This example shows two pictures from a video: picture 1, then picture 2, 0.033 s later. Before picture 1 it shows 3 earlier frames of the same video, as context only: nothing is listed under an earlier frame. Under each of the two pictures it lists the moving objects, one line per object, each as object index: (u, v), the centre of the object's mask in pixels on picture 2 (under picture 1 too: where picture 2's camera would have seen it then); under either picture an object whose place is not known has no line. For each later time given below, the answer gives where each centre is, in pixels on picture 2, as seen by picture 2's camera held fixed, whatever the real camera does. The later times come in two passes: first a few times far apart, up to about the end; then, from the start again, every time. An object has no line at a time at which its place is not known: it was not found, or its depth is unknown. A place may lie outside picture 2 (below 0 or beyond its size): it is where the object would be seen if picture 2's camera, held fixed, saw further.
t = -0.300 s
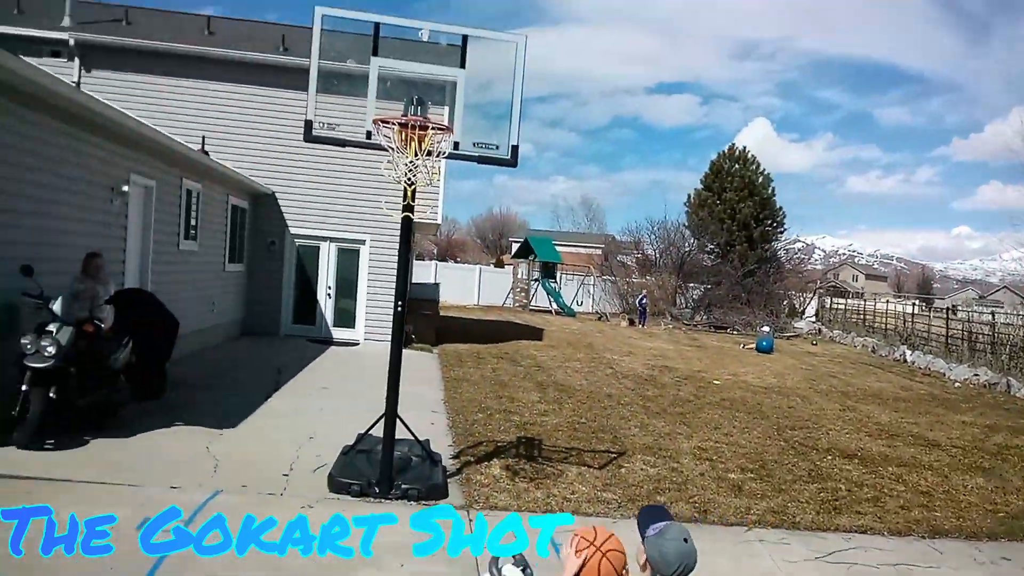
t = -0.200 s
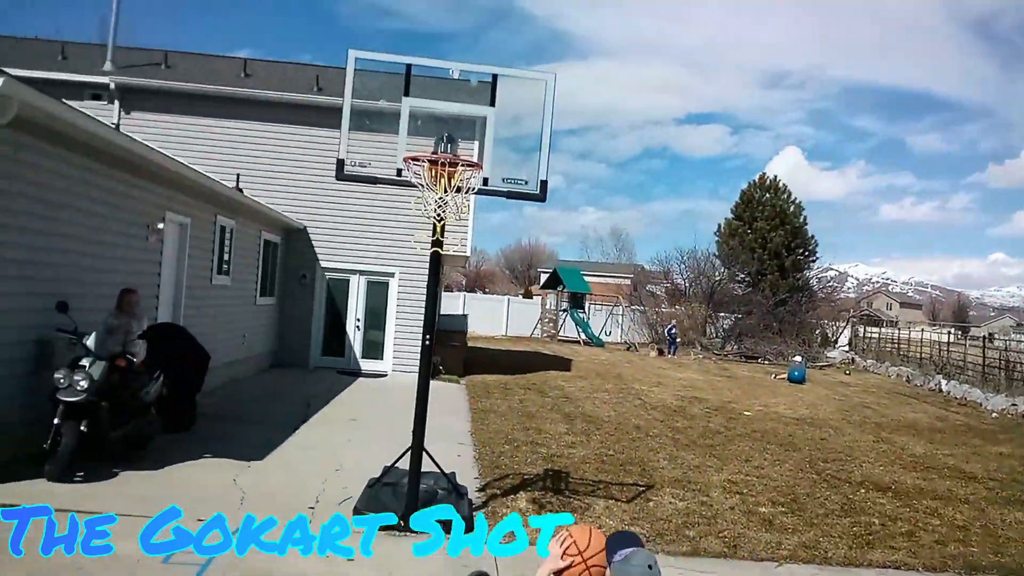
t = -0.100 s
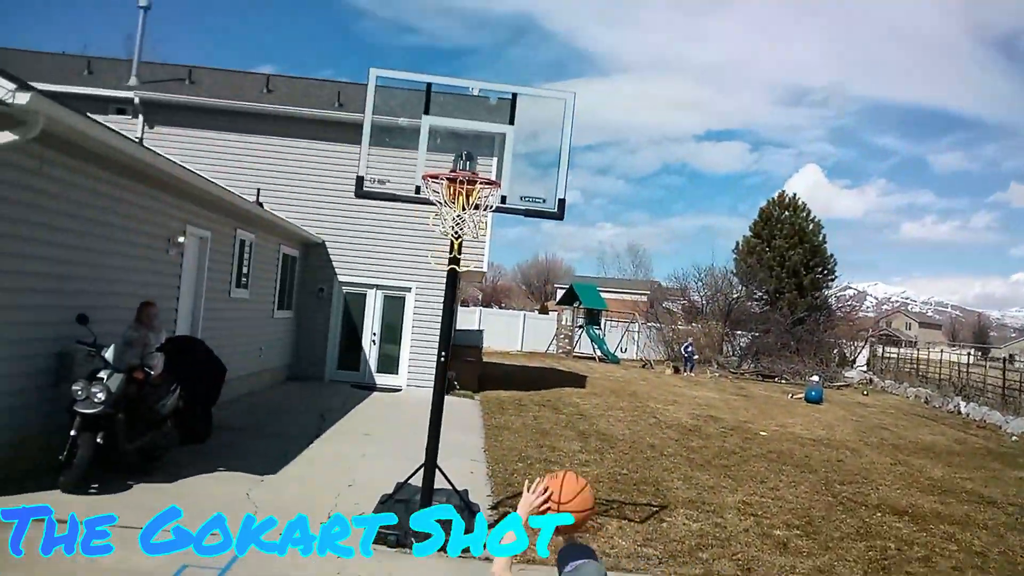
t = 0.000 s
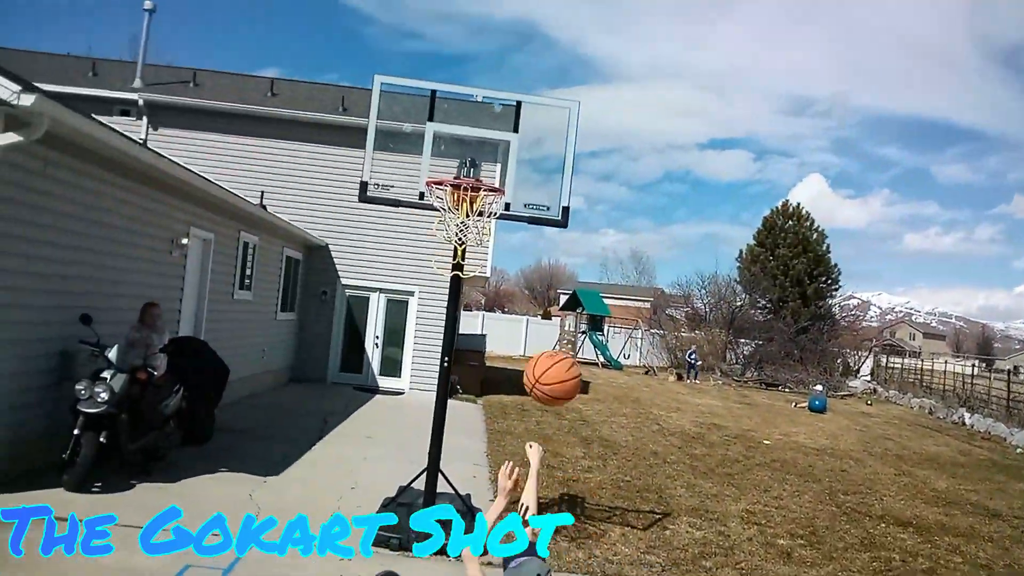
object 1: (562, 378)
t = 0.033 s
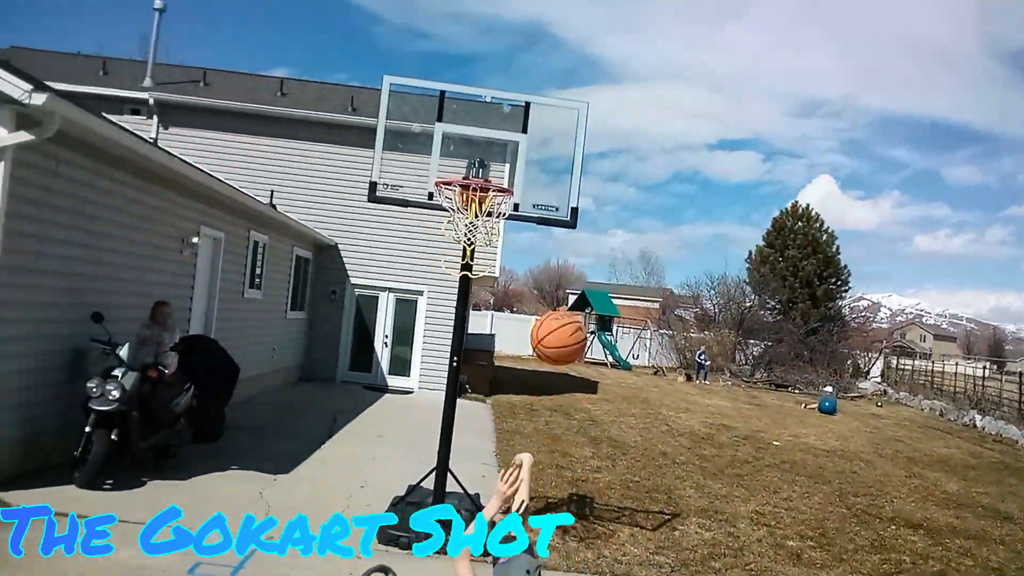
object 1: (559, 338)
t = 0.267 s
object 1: (539, 156)
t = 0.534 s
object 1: (510, 106)
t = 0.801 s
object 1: (474, 176)
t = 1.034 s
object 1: (479, 286)
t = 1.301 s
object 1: (480, 536)
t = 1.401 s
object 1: (489, 582)
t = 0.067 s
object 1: (558, 301)
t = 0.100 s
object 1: (558, 269)
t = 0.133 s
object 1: (556, 239)
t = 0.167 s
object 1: (550, 214)
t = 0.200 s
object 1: (545, 192)
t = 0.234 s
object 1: (543, 172)
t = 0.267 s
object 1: (539, 156)
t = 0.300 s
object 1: (535, 142)
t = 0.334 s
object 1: (532, 130)
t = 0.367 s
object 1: (530, 121)
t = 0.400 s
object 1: (527, 114)
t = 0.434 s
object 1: (525, 111)
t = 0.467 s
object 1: (522, 108)
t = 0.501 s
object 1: (516, 106)
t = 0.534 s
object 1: (510, 106)
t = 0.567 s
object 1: (507, 110)
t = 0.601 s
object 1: (503, 115)
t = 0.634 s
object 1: (498, 123)
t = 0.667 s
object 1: (494, 131)
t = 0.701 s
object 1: (490, 141)
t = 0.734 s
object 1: (484, 154)
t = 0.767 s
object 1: (479, 166)
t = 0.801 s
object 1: (474, 176)
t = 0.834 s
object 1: (470, 197)
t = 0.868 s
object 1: (472, 202)
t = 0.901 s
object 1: (474, 222)
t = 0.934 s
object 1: (477, 235)
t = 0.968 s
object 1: (476, 254)
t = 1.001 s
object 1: (478, 267)
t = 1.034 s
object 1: (479, 286)
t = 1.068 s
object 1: (481, 307)
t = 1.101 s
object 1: (481, 332)
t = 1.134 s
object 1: (481, 360)
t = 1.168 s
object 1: (481, 389)
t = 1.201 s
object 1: (481, 421)
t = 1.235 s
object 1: (481, 457)
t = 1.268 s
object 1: (480, 494)
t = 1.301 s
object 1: (480, 536)
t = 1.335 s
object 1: (480, 580)
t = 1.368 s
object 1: (480, 599)
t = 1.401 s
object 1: (489, 582)
